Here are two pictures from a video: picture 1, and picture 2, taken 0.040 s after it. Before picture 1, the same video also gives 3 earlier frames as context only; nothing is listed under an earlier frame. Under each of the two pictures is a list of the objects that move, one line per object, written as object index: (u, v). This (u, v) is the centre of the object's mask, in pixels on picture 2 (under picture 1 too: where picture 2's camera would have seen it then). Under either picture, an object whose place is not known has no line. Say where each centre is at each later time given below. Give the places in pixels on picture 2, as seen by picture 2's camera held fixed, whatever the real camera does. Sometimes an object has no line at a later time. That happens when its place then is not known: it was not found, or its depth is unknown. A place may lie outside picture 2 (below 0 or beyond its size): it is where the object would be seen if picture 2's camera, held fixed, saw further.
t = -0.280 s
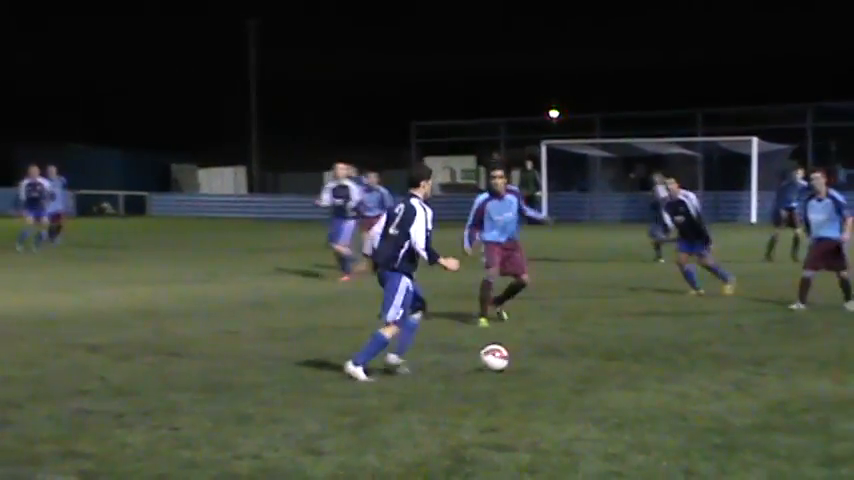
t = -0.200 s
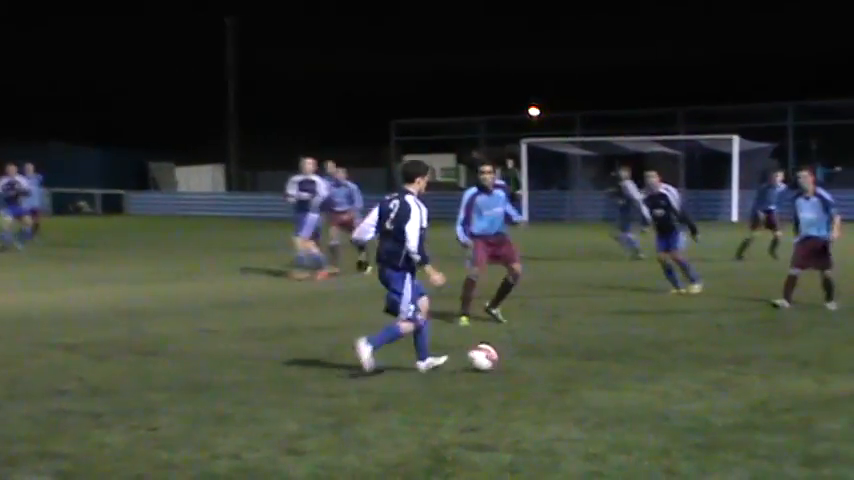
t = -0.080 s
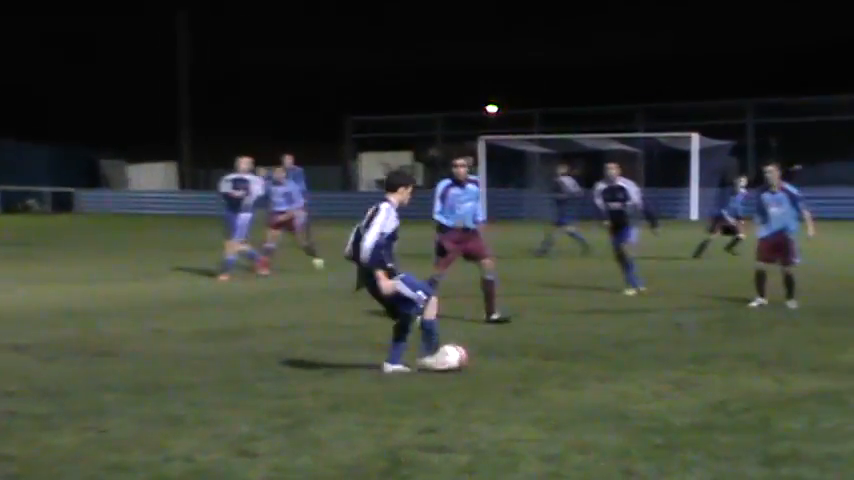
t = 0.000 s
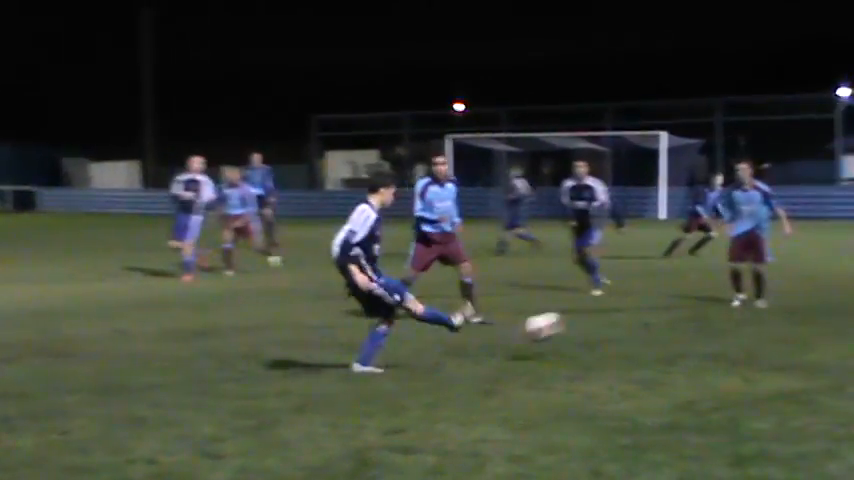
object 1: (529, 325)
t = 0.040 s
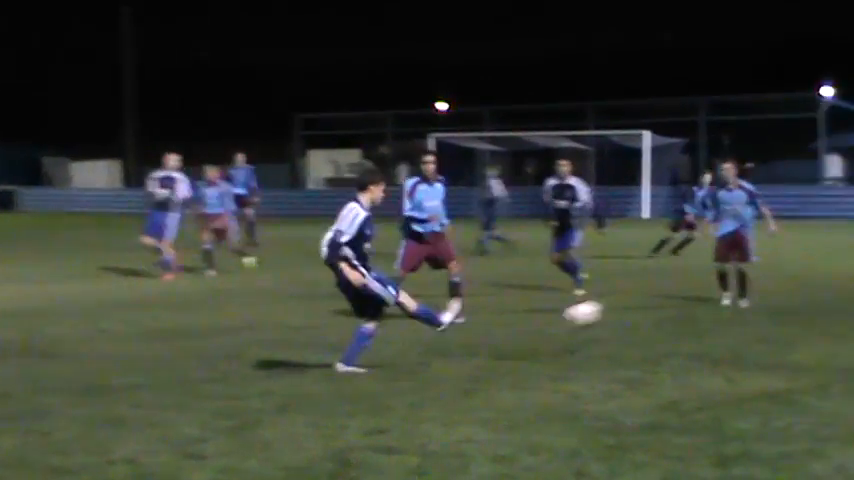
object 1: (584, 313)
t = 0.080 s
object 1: (639, 303)
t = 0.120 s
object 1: (689, 297)
